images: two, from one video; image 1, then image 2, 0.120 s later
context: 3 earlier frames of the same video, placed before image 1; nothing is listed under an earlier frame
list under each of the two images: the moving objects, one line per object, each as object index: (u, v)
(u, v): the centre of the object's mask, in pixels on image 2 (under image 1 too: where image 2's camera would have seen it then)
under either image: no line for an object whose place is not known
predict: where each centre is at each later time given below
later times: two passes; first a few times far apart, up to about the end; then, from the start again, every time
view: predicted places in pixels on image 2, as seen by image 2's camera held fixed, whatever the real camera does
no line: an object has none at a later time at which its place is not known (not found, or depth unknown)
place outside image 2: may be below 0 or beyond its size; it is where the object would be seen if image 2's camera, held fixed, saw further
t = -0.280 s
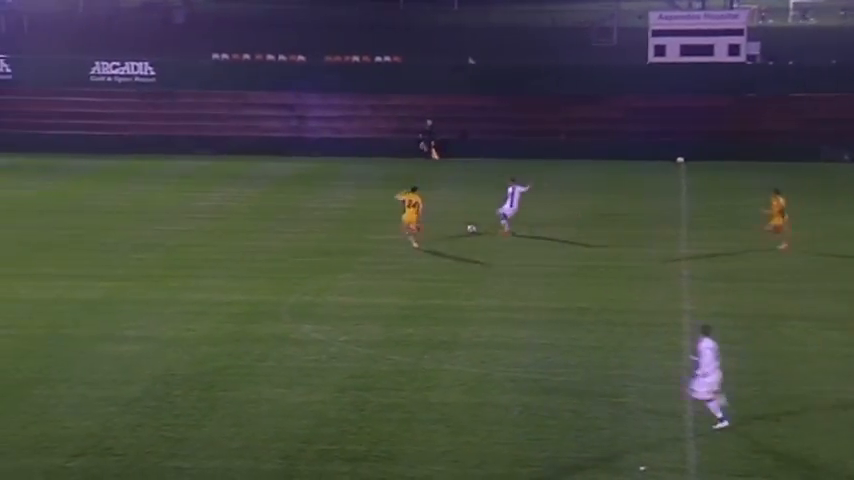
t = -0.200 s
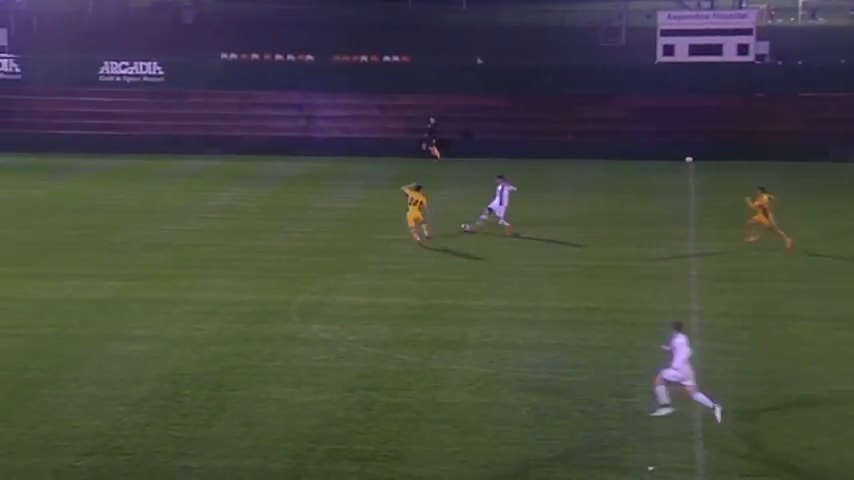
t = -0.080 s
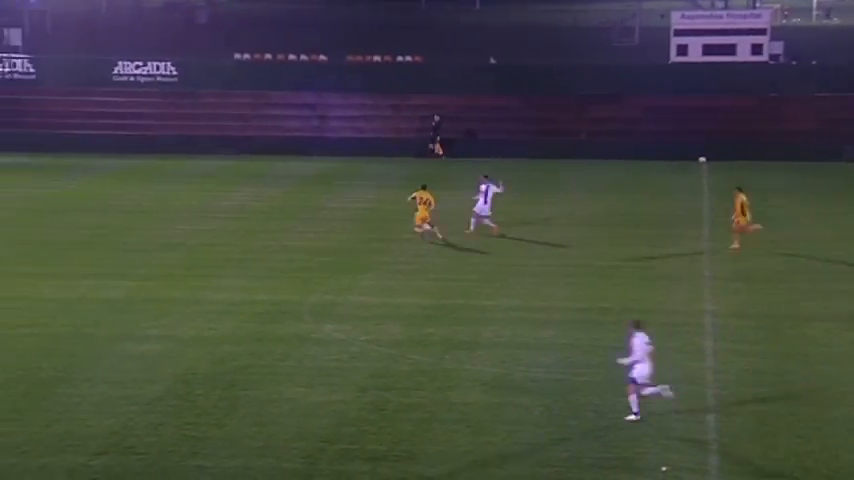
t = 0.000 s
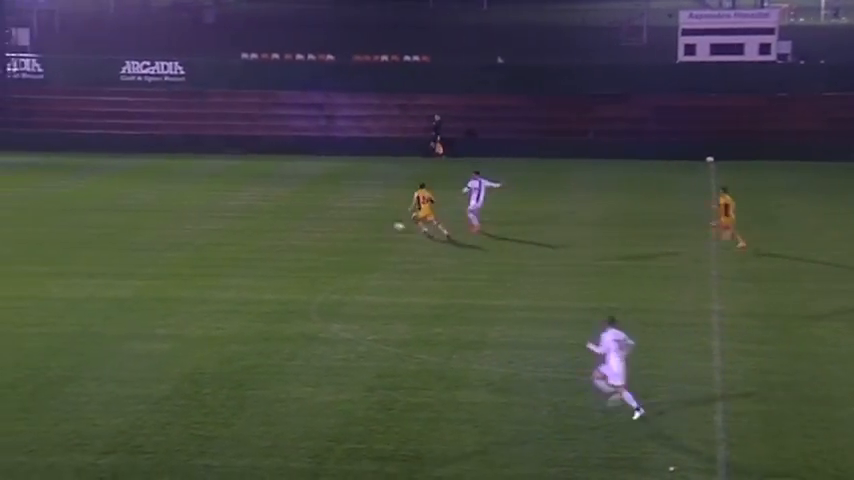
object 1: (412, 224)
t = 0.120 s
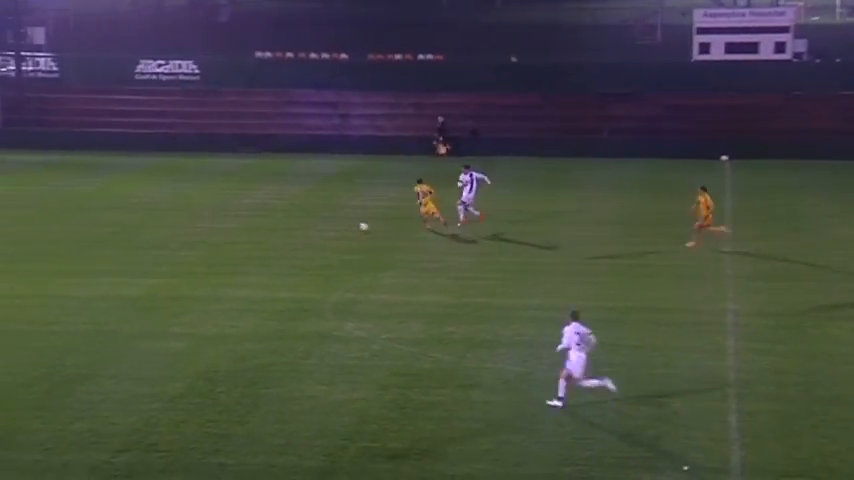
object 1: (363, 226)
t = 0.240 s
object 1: (320, 224)
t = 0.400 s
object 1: (266, 227)
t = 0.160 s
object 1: (349, 225)
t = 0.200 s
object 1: (335, 224)
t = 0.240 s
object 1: (320, 224)
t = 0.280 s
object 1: (305, 225)
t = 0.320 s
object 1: (292, 225)
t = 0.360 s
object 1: (278, 227)
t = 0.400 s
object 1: (266, 227)
